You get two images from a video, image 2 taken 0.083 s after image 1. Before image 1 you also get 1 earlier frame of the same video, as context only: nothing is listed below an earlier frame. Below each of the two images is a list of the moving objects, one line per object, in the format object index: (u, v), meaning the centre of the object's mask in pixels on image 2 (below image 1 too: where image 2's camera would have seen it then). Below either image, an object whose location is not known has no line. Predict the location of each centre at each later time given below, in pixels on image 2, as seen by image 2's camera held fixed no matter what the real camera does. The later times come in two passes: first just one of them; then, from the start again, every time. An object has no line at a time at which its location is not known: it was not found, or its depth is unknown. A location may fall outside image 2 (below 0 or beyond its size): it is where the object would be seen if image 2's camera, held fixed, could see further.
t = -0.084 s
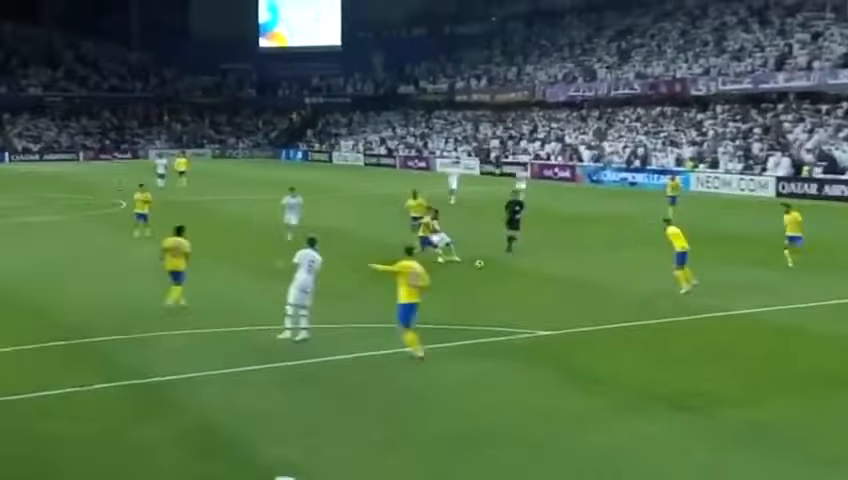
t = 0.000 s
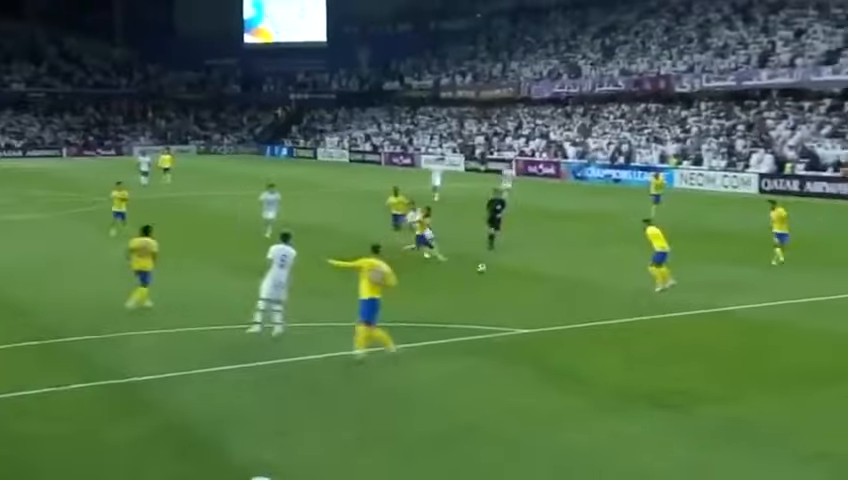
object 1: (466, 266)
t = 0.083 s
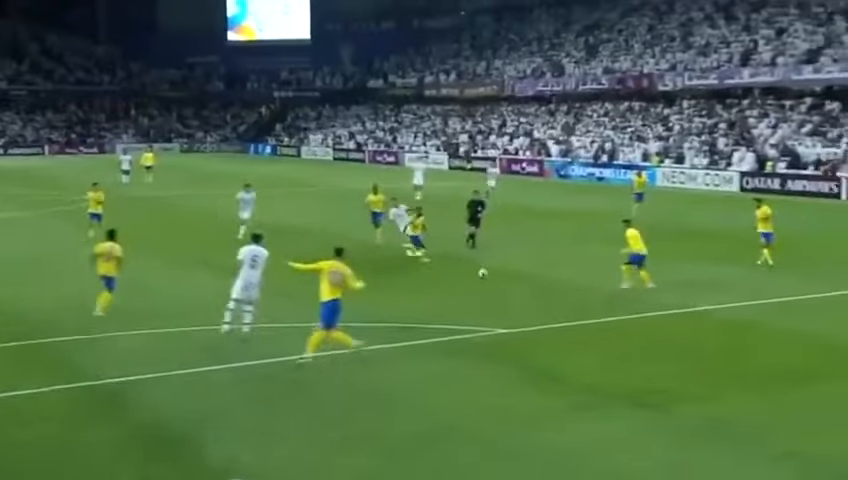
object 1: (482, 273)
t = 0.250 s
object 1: (519, 287)
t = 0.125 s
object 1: (492, 277)
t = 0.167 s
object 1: (501, 280)
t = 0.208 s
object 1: (511, 284)
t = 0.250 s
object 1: (519, 287)
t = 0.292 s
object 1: (529, 291)
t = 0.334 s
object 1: (537, 294)
